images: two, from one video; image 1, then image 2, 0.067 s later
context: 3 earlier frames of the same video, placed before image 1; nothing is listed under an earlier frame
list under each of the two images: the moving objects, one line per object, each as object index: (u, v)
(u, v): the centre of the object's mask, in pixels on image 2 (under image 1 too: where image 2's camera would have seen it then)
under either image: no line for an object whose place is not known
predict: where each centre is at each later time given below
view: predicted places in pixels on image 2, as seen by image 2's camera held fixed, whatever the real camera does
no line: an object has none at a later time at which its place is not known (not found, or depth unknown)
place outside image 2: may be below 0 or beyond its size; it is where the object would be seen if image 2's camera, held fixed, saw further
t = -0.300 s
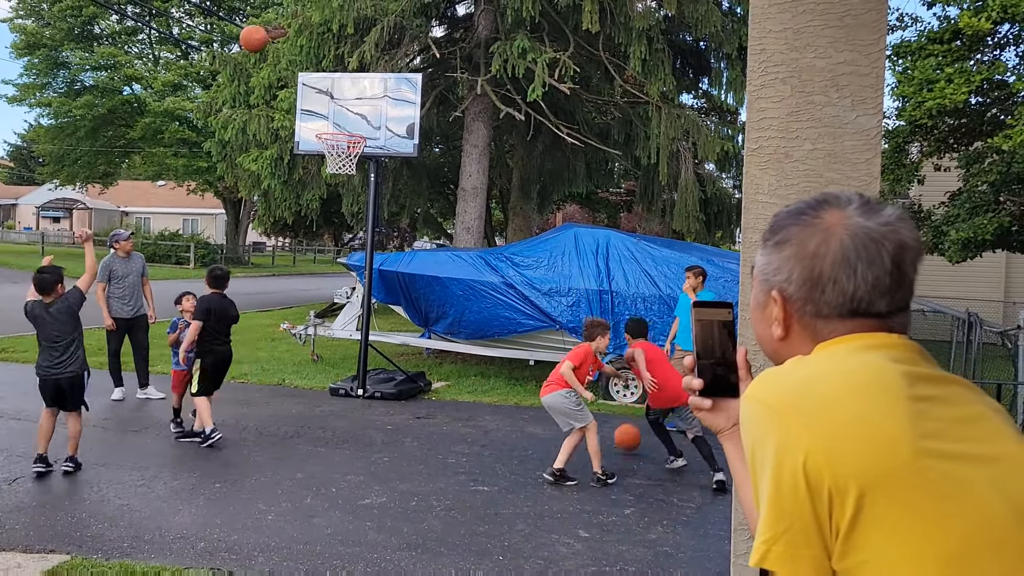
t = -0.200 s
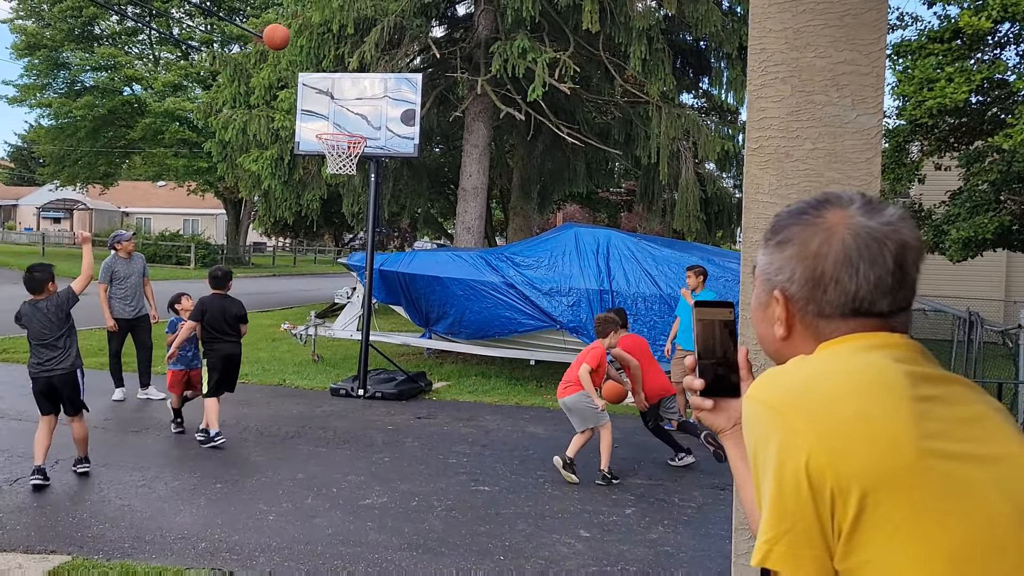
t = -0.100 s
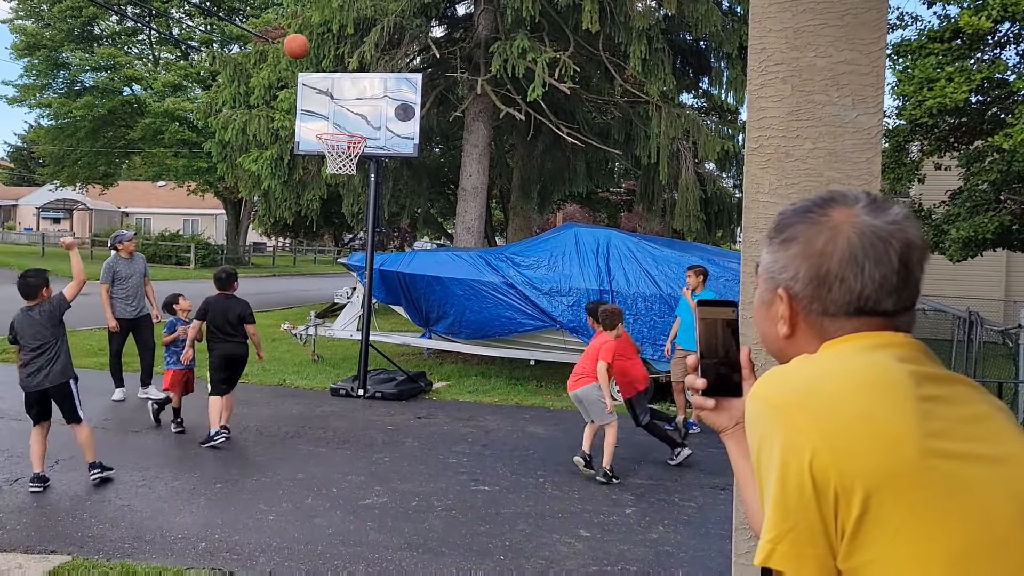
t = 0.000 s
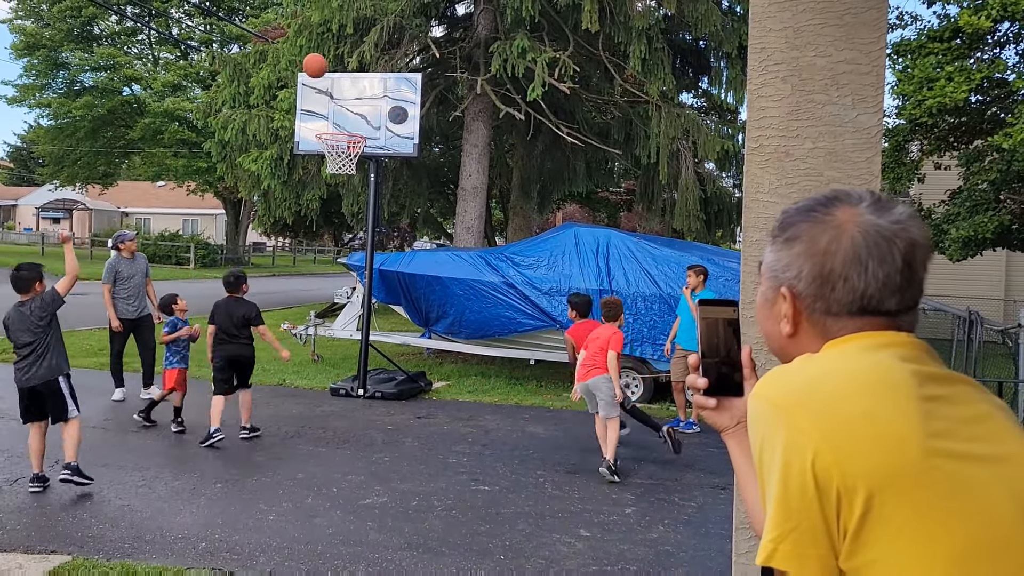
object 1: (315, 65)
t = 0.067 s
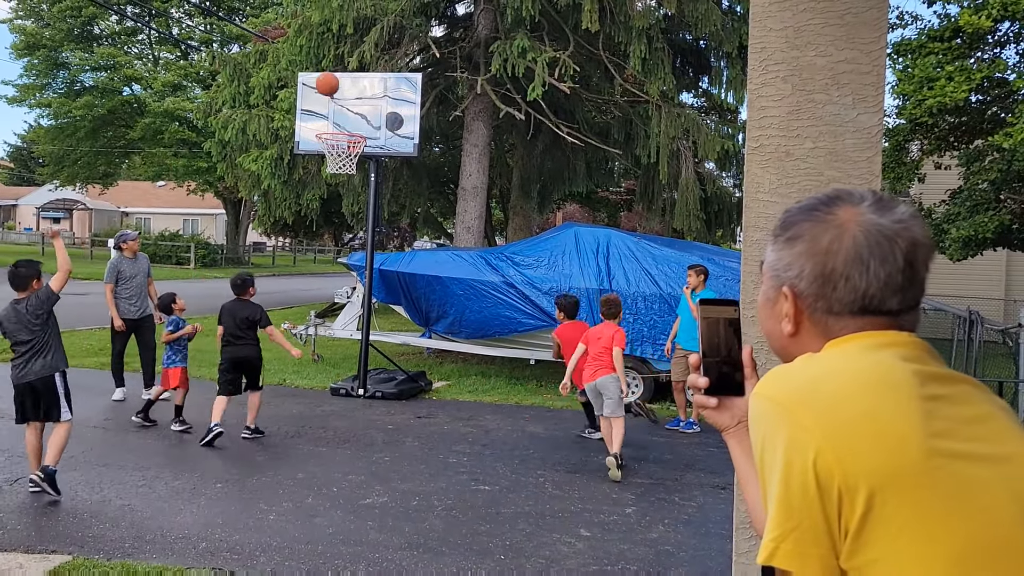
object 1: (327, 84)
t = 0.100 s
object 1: (333, 95)
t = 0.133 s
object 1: (338, 106)
